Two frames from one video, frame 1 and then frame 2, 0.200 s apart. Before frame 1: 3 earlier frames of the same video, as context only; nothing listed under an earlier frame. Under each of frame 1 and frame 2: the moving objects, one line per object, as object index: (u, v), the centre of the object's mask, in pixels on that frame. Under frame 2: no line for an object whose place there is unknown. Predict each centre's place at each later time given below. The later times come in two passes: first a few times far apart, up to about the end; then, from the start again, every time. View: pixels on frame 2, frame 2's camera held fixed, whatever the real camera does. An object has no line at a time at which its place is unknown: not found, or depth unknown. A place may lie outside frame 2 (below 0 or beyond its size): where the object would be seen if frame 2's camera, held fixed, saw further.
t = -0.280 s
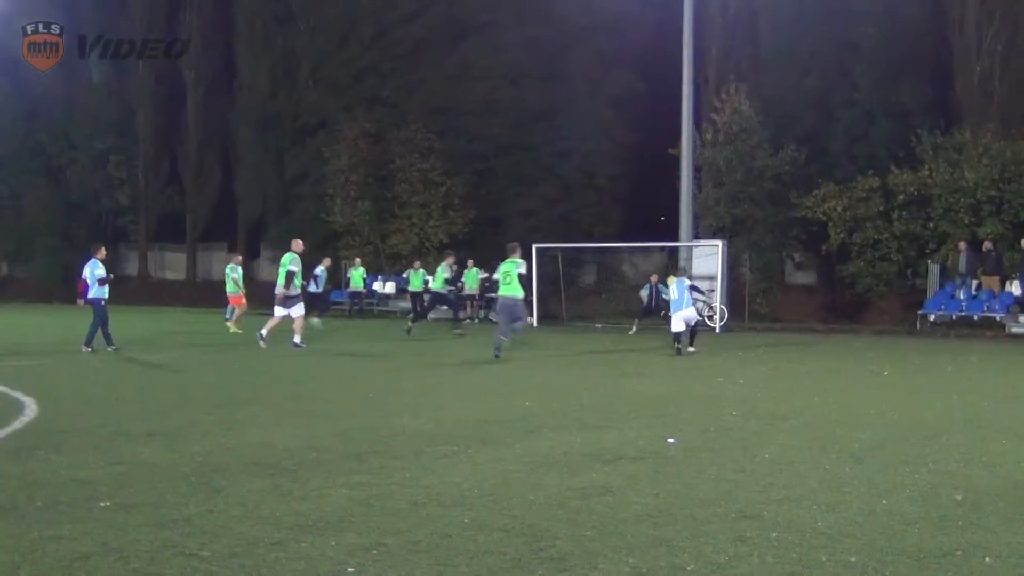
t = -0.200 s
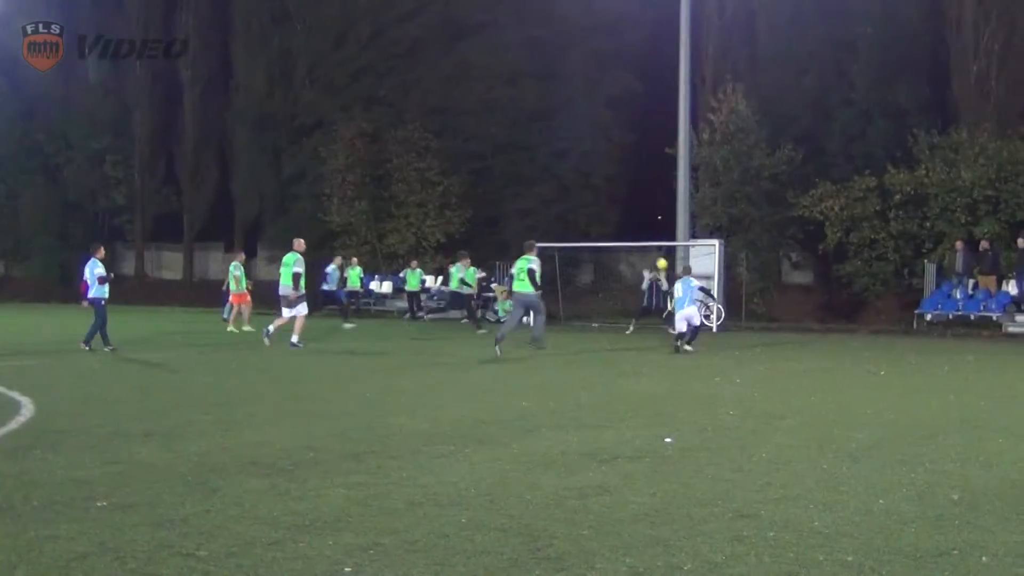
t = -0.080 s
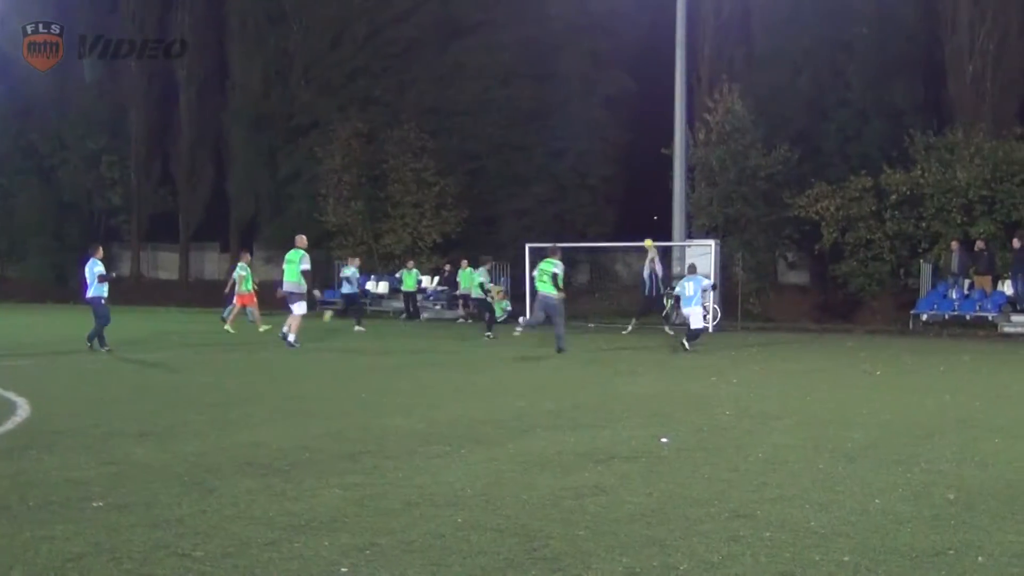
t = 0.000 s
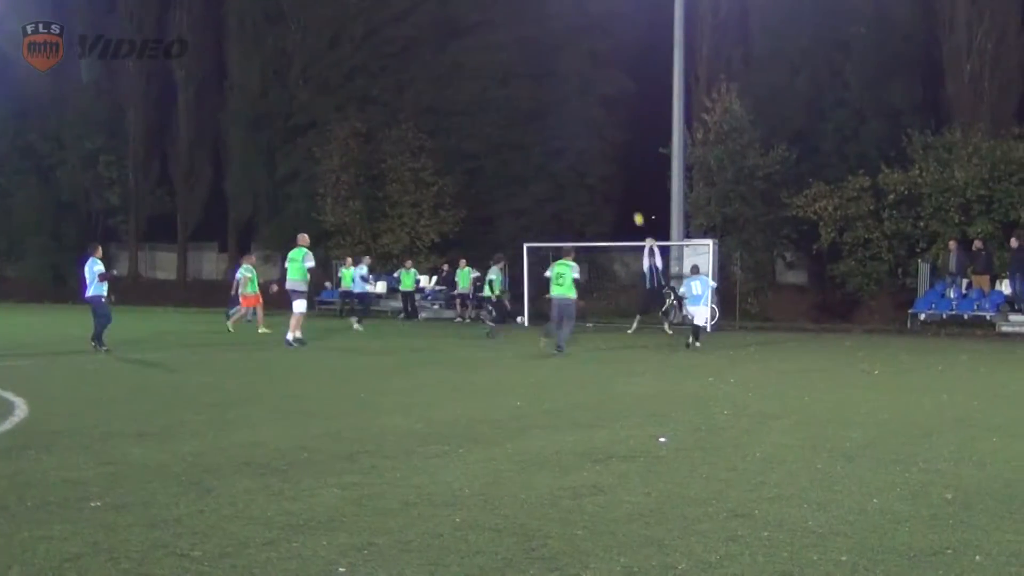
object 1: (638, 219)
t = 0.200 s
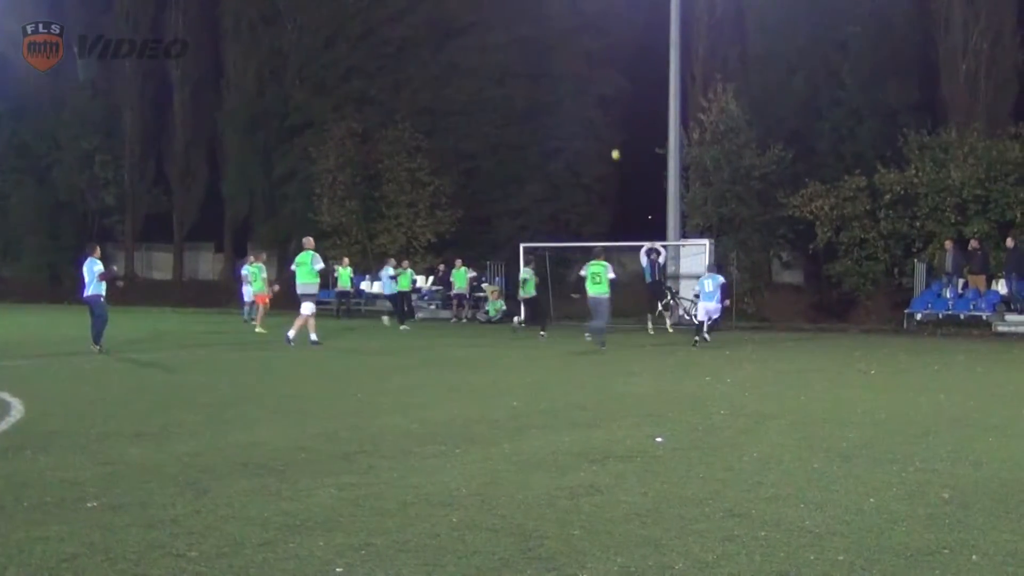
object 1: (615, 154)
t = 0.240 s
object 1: (613, 144)
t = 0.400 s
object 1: (605, 112)
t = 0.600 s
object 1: (599, 86)
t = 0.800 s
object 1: (595, 74)
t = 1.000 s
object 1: (594, 73)
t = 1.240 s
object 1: (592, 82)
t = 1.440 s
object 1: (592, 98)
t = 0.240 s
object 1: (613, 144)
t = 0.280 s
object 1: (610, 135)
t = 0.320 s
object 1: (608, 126)
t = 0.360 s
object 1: (606, 119)
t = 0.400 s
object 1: (605, 112)
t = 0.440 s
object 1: (603, 106)
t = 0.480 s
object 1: (602, 100)
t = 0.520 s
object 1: (601, 95)
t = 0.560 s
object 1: (600, 91)
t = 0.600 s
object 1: (599, 86)
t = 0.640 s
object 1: (598, 83)
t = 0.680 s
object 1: (597, 80)
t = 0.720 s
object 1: (597, 78)
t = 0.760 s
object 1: (596, 76)
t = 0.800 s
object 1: (595, 74)
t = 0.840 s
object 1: (595, 73)
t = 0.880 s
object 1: (595, 72)
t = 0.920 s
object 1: (594, 73)
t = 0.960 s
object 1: (594, 72)
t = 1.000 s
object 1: (594, 73)
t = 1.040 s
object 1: (593, 74)
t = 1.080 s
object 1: (593, 75)
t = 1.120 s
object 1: (593, 76)
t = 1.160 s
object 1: (593, 78)
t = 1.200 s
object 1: (592, 80)
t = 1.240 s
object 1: (592, 82)
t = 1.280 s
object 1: (592, 85)
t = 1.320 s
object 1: (592, 88)
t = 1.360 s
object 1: (592, 91)
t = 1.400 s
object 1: (592, 95)
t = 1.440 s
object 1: (592, 98)
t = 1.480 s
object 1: (592, 102)
